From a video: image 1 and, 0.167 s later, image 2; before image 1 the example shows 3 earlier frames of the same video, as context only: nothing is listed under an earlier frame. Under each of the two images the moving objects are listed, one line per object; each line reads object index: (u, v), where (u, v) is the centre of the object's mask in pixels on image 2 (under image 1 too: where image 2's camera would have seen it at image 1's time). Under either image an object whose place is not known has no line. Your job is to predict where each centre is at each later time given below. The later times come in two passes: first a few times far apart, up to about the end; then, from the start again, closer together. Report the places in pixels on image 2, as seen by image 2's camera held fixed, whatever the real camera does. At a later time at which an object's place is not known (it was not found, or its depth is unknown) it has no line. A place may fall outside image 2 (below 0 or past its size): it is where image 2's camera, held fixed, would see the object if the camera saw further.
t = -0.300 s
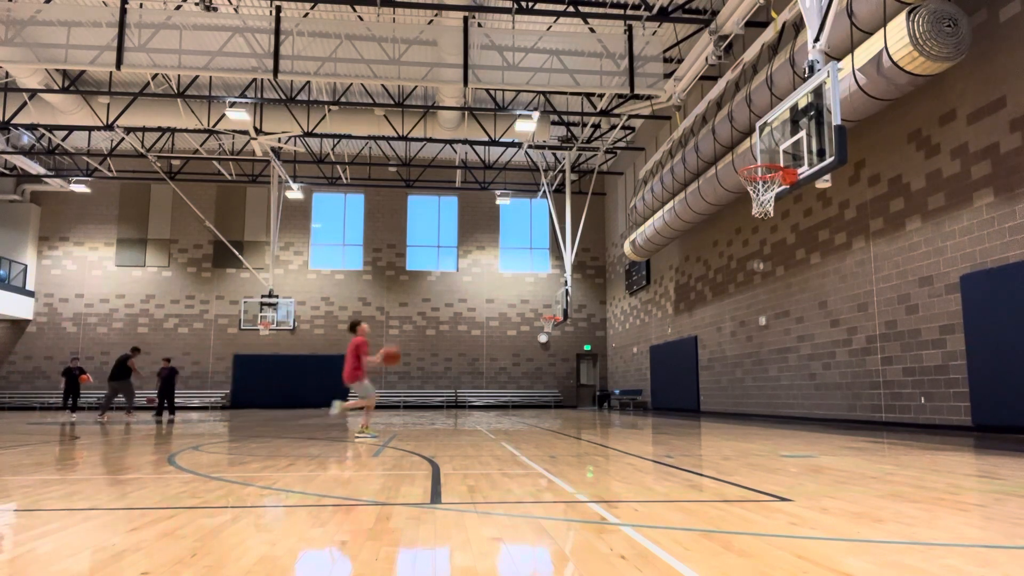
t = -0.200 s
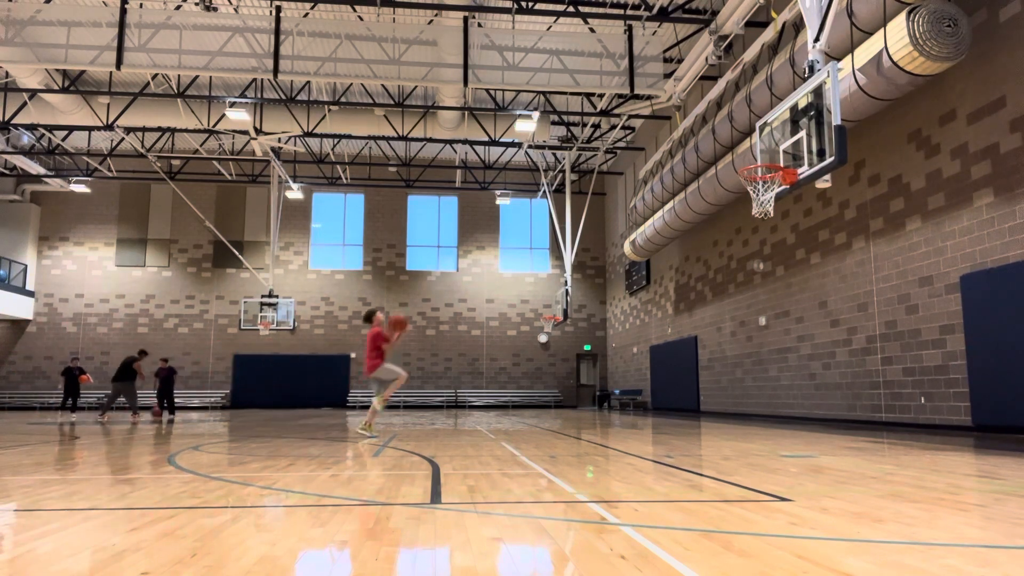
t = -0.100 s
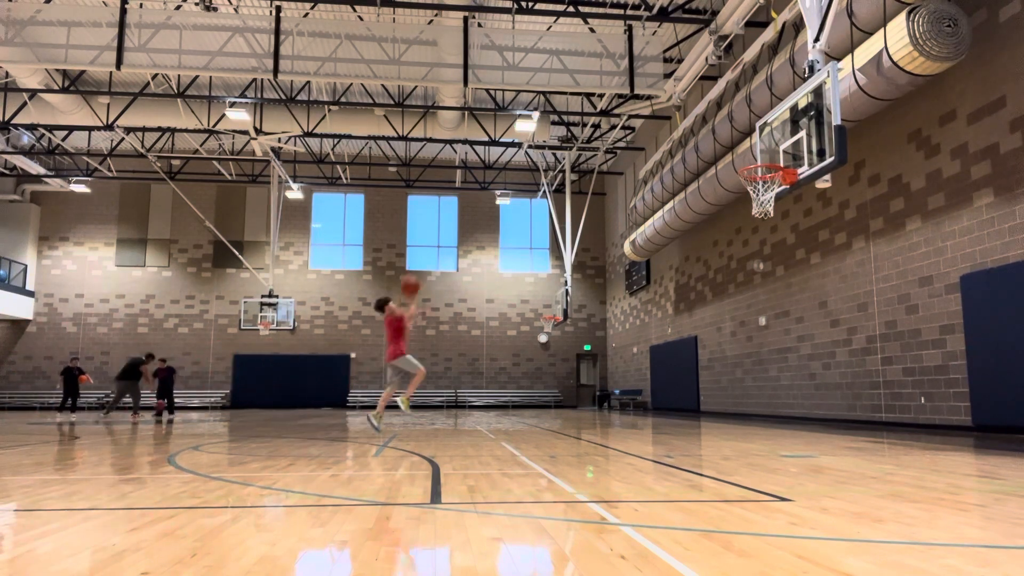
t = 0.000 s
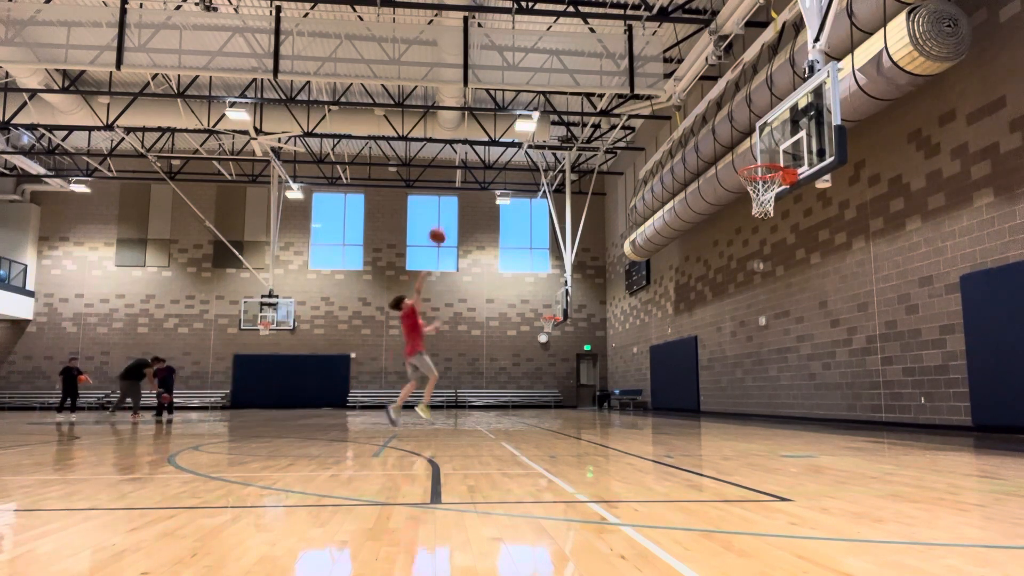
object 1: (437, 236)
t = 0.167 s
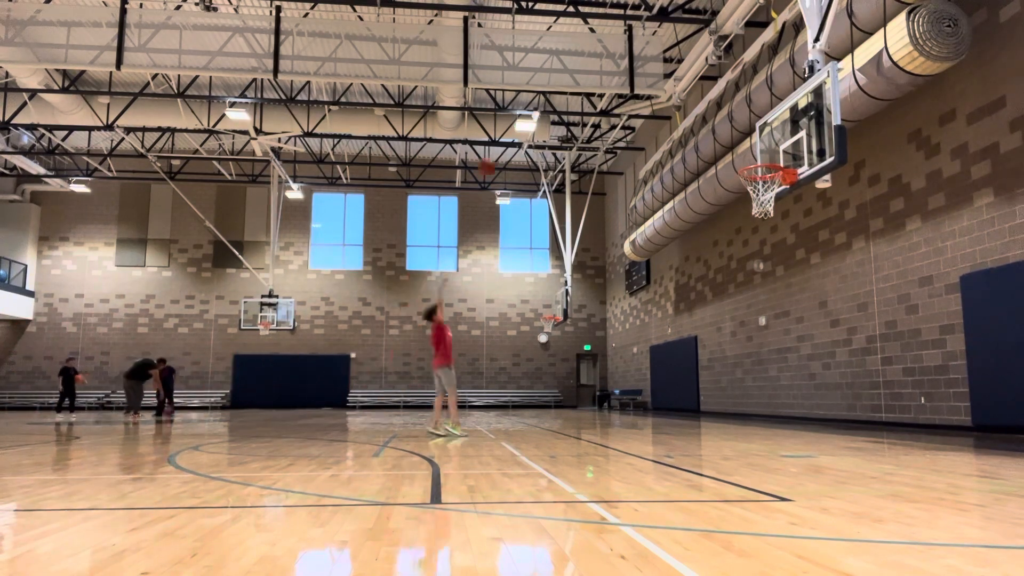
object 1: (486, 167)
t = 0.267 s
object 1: (517, 138)
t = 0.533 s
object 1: (594, 94)
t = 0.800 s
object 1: (673, 104)
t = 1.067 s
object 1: (755, 159)
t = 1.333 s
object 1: (747, 162)
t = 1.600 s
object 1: (725, 200)
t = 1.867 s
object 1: (707, 281)
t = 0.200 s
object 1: (497, 156)
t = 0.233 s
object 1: (505, 146)
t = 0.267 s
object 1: (517, 138)
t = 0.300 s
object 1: (526, 130)
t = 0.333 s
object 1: (537, 120)
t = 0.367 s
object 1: (546, 114)
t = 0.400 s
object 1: (555, 109)
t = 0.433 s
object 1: (566, 103)
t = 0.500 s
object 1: (584, 96)
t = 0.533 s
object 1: (594, 94)
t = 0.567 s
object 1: (604, 92)
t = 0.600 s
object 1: (614, 90)
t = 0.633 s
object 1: (623, 90)
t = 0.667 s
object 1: (634, 91)
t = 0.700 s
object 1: (643, 93)
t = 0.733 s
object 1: (653, 96)
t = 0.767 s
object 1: (664, 99)
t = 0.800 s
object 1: (673, 104)
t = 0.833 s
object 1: (684, 109)
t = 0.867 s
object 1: (694, 115)
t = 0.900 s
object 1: (705, 122)
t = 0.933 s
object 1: (714, 130)
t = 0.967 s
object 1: (725, 139)
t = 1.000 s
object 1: (735, 148)
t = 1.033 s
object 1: (746, 160)
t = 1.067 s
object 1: (755, 159)
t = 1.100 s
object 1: (764, 160)
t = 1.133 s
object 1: (771, 163)
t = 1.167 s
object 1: (770, 161)
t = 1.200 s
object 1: (765, 160)
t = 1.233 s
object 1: (761, 160)
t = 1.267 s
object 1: (756, 161)
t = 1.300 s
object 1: (752, 162)
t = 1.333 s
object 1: (747, 162)
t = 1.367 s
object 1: (743, 164)
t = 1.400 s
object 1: (740, 167)
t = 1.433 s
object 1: (737, 172)
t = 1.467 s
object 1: (735, 178)
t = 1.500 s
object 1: (733, 182)
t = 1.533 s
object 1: (731, 187)
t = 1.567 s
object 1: (728, 194)
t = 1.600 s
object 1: (725, 200)
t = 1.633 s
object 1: (723, 208)
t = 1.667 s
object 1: (721, 216)
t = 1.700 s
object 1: (718, 225)
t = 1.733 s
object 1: (716, 235)
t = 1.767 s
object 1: (713, 246)
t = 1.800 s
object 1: (710, 257)
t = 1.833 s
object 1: (708, 270)
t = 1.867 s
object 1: (707, 281)
